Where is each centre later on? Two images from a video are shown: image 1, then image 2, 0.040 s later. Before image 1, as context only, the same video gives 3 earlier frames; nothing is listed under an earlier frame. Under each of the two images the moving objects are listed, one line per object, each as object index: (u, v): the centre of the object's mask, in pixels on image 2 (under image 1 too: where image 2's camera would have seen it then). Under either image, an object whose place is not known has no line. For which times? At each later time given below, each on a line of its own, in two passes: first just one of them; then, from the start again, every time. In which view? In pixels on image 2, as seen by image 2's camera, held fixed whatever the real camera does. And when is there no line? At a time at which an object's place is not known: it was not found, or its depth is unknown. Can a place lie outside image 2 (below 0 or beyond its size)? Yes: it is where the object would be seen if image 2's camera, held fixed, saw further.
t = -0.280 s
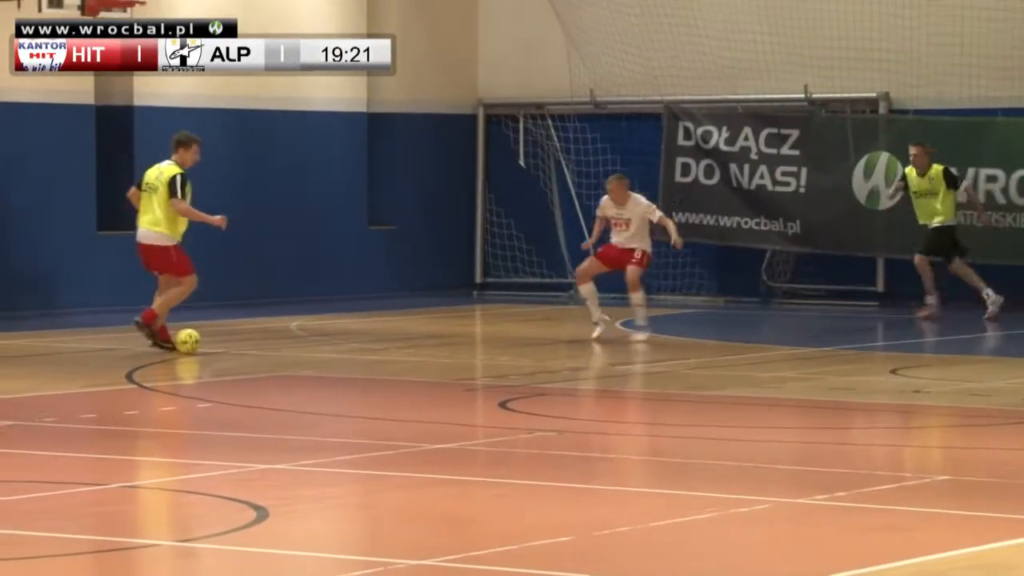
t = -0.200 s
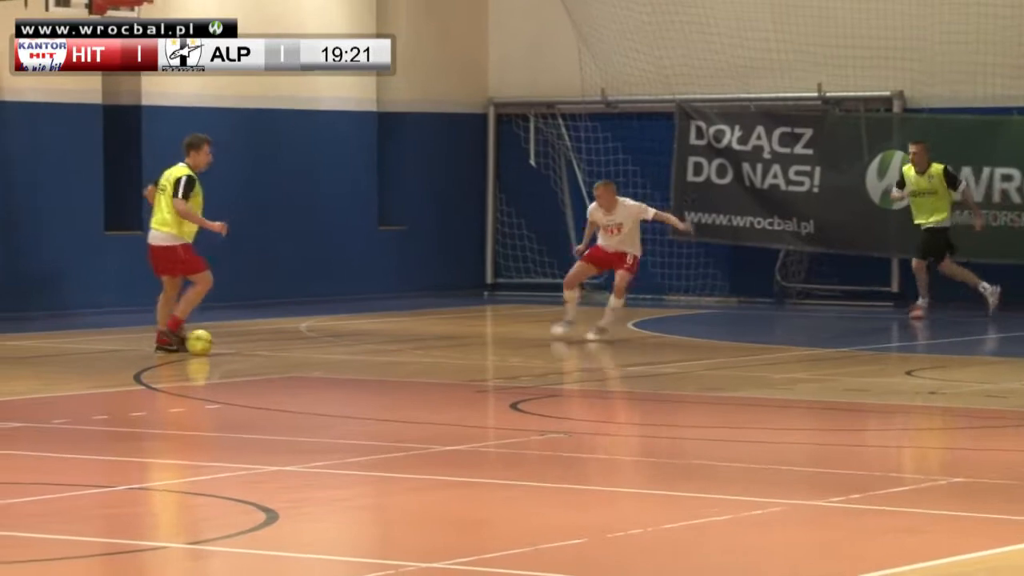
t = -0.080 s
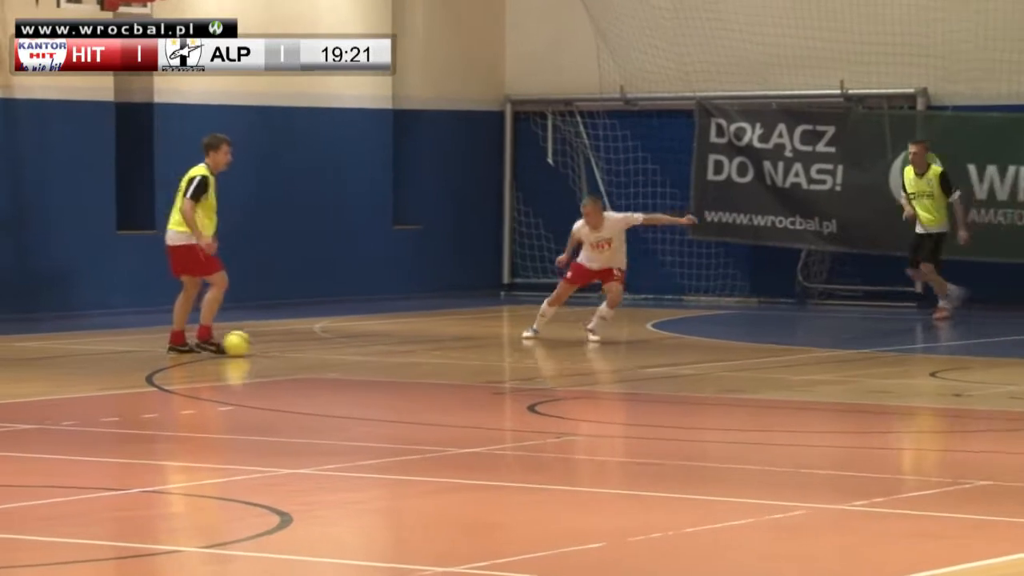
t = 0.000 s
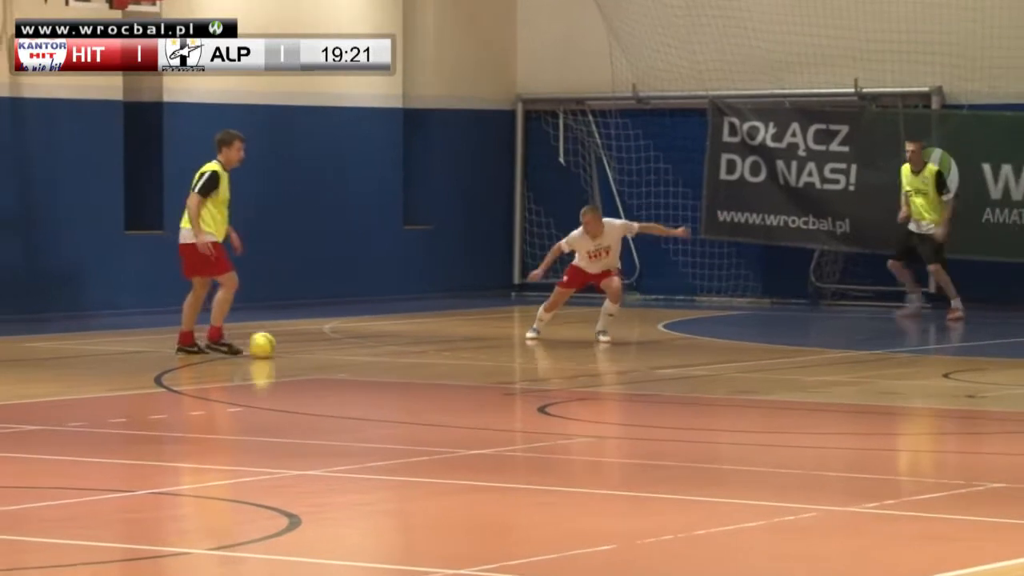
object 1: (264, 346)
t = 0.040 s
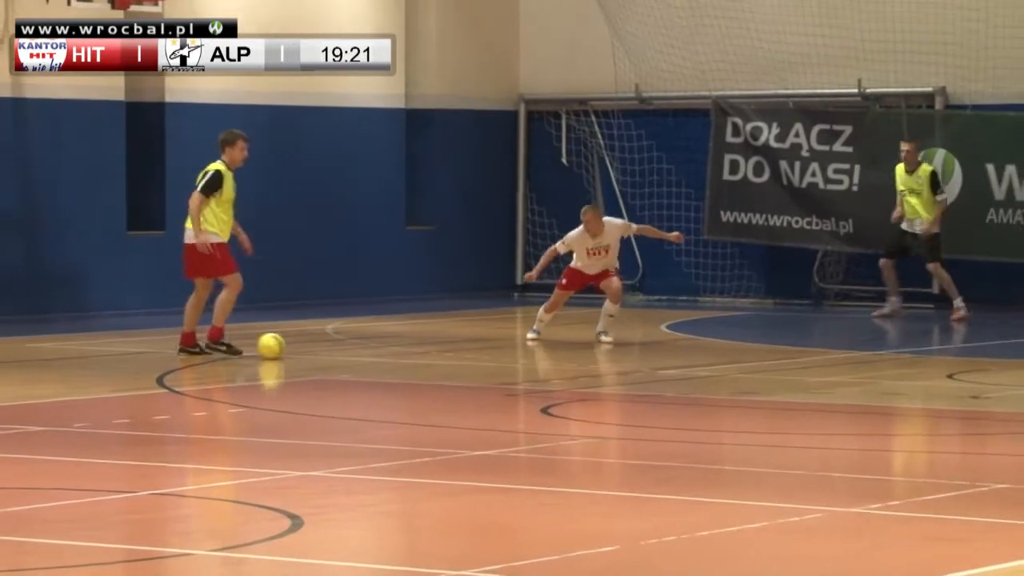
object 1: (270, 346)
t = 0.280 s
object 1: (304, 347)
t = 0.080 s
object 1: (276, 346)
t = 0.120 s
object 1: (281, 346)
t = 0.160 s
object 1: (288, 346)
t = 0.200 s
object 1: (294, 346)
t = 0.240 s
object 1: (299, 347)
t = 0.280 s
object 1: (304, 347)
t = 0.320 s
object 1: (310, 347)
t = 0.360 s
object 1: (316, 347)
